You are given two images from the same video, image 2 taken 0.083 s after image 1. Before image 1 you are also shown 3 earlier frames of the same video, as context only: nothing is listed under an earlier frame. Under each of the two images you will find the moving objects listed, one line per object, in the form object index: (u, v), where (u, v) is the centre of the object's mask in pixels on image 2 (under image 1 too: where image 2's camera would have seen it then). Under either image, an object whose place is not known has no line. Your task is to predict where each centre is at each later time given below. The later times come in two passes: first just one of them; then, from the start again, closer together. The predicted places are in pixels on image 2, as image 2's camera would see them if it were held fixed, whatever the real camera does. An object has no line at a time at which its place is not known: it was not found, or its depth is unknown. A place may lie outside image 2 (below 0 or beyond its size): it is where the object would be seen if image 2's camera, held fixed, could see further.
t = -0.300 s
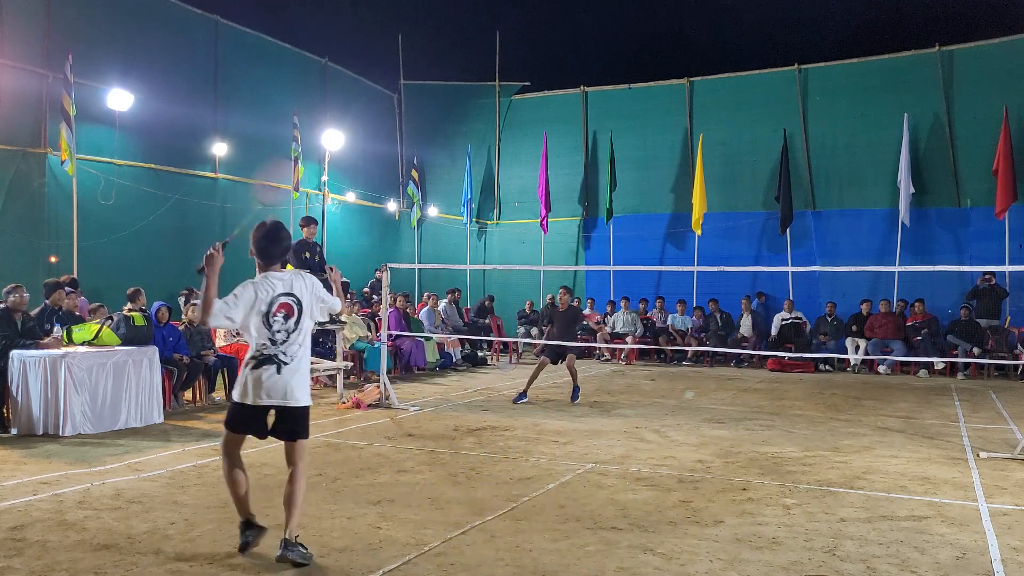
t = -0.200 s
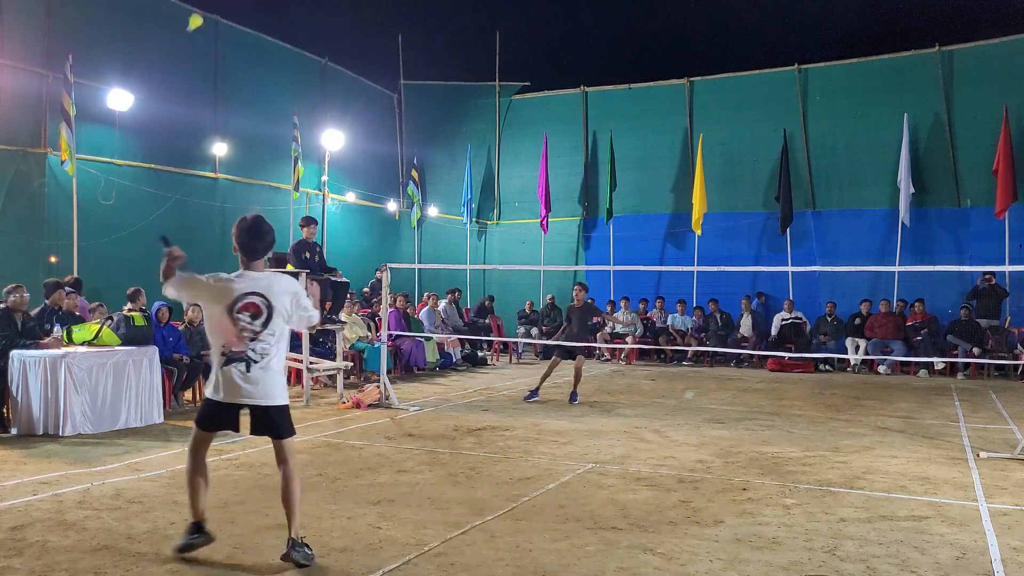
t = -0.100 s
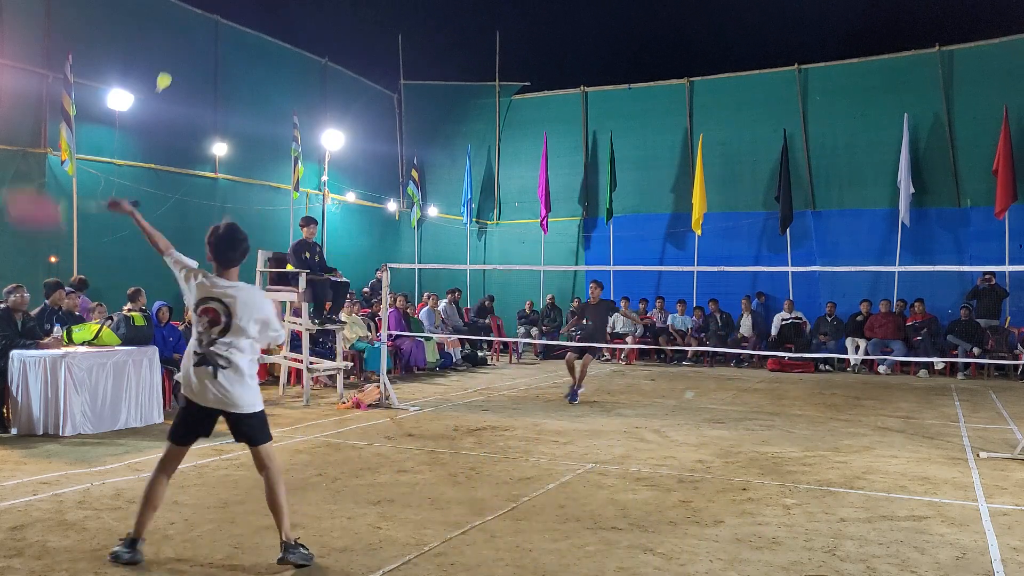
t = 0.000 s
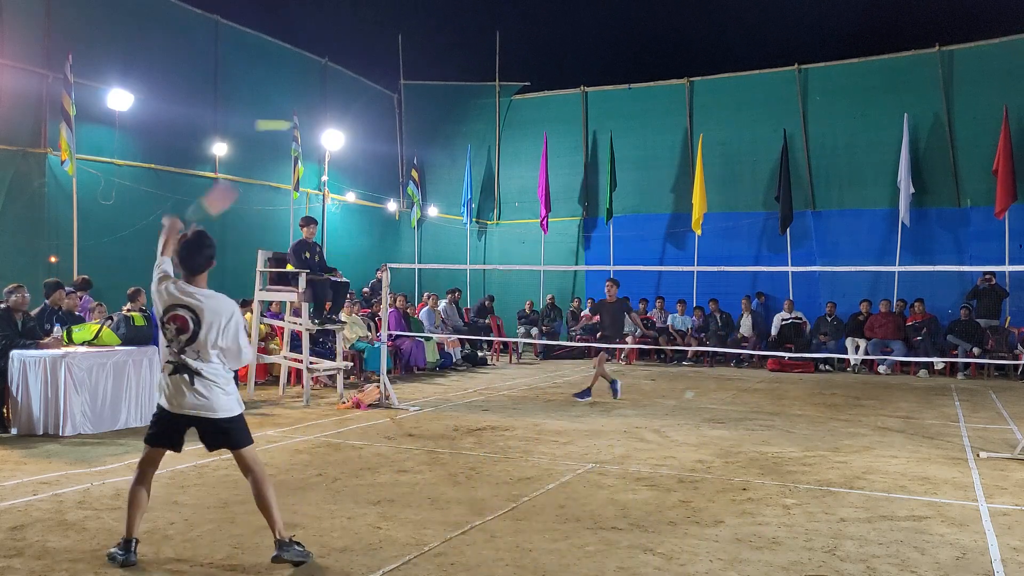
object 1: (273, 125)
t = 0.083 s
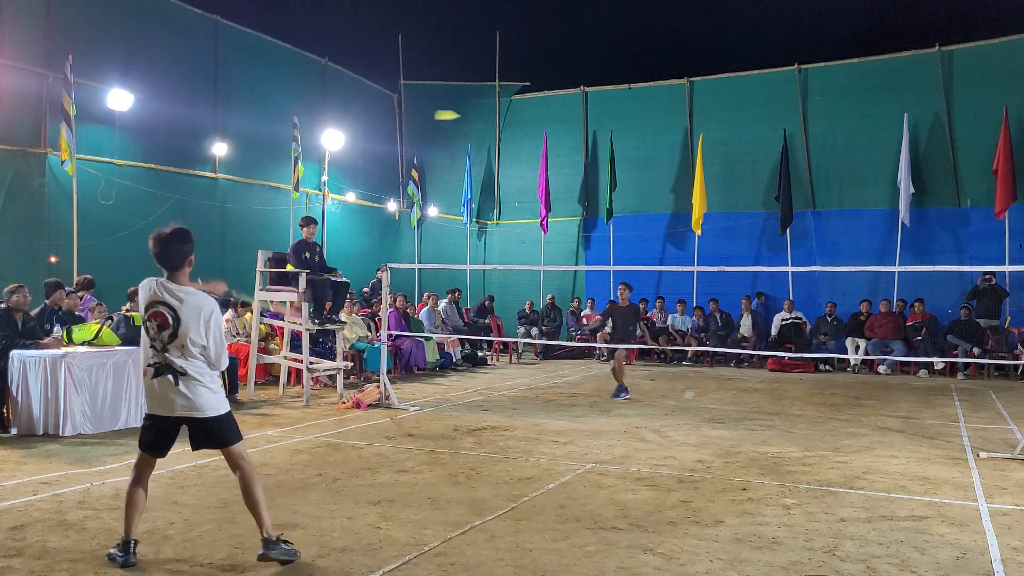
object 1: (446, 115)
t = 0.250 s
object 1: (622, 130)
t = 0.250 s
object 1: (622, 130)
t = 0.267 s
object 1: (635, 132)
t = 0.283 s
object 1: (646, 135)
